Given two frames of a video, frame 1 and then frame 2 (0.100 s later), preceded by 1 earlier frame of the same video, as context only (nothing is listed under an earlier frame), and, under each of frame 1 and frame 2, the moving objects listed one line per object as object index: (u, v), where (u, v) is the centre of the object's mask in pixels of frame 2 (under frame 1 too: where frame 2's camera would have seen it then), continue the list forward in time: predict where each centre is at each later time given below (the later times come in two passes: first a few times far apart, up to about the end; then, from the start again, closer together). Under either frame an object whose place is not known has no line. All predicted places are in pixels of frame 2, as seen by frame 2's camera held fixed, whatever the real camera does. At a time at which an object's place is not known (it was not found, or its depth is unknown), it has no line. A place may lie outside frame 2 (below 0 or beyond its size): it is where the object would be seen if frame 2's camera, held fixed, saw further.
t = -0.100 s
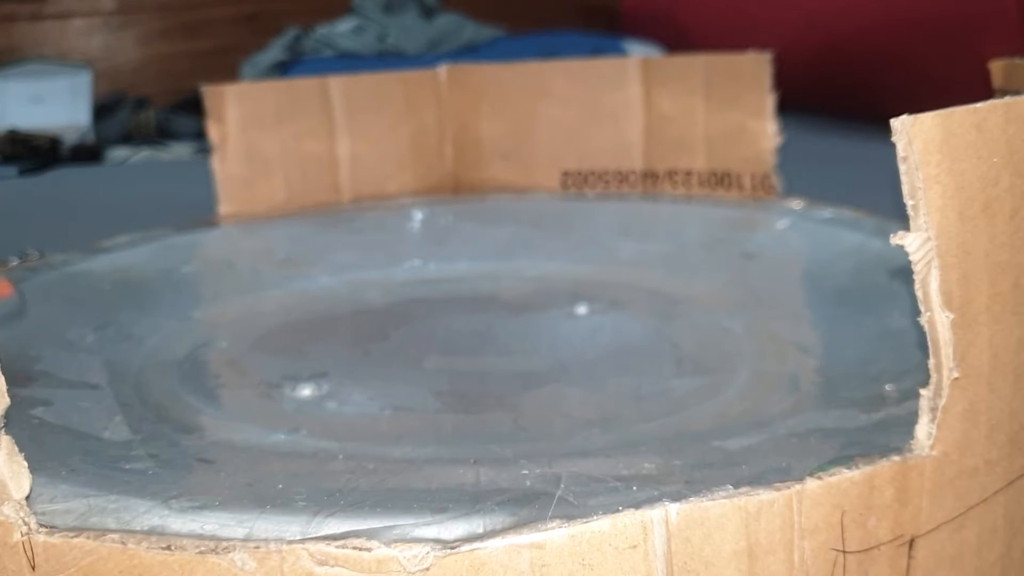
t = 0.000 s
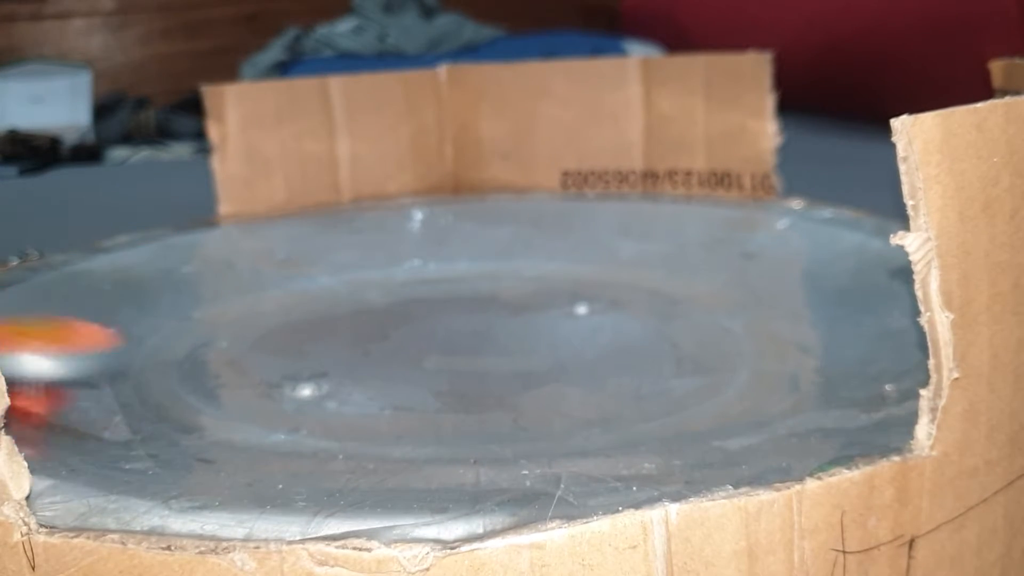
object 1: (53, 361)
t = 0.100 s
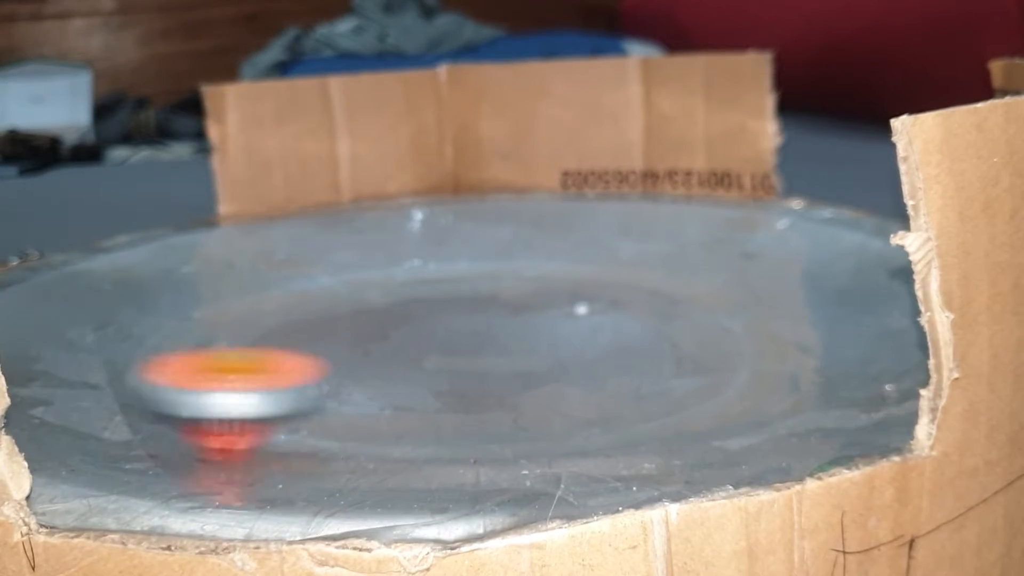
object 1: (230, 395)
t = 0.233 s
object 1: (495, 386)
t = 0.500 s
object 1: (626, 308)
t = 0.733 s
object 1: (491, 268)
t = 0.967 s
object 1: (415, 240)
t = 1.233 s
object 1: (340, 268)
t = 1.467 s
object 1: (387, 280)
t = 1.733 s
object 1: (481, 262)
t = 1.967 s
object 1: (476, 255)
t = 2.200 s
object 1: (494, 260)
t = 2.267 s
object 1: (516, 257)
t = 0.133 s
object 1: (301, 394)
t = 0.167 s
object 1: (366, 393)
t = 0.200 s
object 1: (432, 394)
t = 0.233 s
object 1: (495, 386)
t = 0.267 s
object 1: (544, 379)
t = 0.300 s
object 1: (586, 370)
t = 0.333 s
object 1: (615, 359)
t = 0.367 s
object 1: (632, 347)
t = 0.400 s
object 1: (638, 337)
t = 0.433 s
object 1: (638, 327)
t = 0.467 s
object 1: (633, 318)
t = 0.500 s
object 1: (626, 308)
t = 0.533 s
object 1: (612, 298)
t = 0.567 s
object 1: (593, 291)
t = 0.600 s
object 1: (571, 285)
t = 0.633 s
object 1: (549, 281)
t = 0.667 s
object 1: (525, 277)
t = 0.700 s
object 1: (505, 272)
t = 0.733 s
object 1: (491, 268)
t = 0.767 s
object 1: (486, 262)
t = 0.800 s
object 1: (479, 255)
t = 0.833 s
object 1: (468, 249)
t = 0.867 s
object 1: (453, 246)
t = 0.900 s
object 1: (439, 244)
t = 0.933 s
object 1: (428, 239)
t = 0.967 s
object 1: (415, 240)
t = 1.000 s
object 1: (401, 245)
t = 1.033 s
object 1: (388, 250)
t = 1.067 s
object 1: (381, 253)
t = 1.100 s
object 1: (374, 255)
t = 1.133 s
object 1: (366, 257)
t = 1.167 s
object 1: (357, 260)
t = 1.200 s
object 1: (348, 264)
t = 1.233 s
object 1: (340, 268)
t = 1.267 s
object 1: (336, 272)
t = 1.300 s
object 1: (340, 274)
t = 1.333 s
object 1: (347, 277)
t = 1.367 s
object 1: (355, 278)
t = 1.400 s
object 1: (365, 279)
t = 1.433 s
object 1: (376, 279)
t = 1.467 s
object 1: (387, 280)
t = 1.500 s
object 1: (398, 280)
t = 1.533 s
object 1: (408, 278)
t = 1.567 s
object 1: (418, 276)
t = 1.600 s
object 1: (430, 274)
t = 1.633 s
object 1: (442, 271)
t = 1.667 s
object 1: (455, 268)
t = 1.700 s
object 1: (469, 265)
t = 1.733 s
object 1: (481, 262)
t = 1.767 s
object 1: (491, 259)
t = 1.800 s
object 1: (498, 256)
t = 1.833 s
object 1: (501, 253)
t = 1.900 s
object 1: (495, 252)
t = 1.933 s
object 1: (485, 253)
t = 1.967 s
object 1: (476, 255)
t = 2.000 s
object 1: (470, 257)
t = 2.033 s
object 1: (470, 258)
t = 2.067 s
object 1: (472, 259)
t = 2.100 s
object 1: (477, 259)
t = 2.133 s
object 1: (479, 260)
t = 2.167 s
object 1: (484, 261)
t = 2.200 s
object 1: (494, 260)
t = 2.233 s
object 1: (505, 259)
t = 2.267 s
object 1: (516, 257)
